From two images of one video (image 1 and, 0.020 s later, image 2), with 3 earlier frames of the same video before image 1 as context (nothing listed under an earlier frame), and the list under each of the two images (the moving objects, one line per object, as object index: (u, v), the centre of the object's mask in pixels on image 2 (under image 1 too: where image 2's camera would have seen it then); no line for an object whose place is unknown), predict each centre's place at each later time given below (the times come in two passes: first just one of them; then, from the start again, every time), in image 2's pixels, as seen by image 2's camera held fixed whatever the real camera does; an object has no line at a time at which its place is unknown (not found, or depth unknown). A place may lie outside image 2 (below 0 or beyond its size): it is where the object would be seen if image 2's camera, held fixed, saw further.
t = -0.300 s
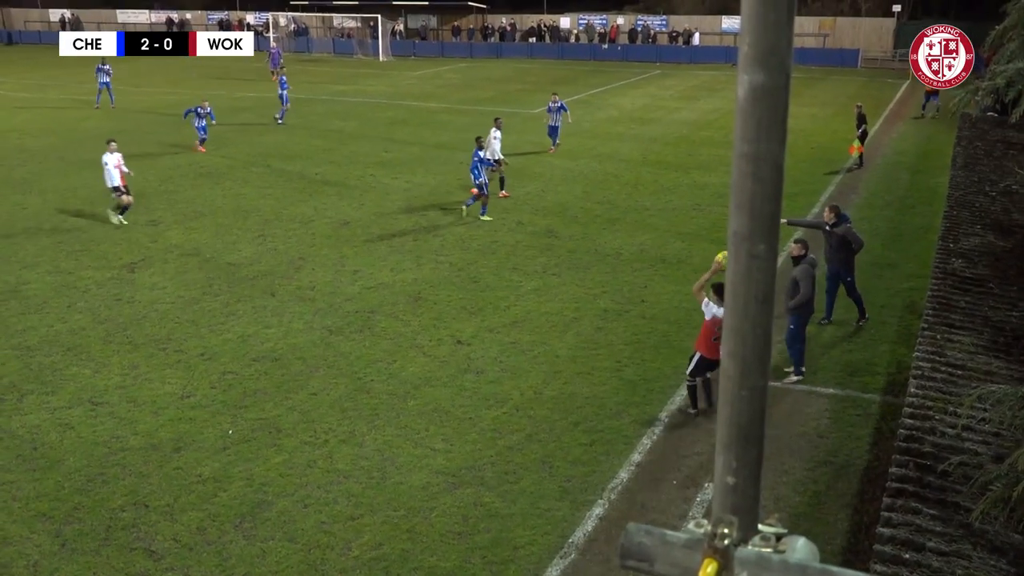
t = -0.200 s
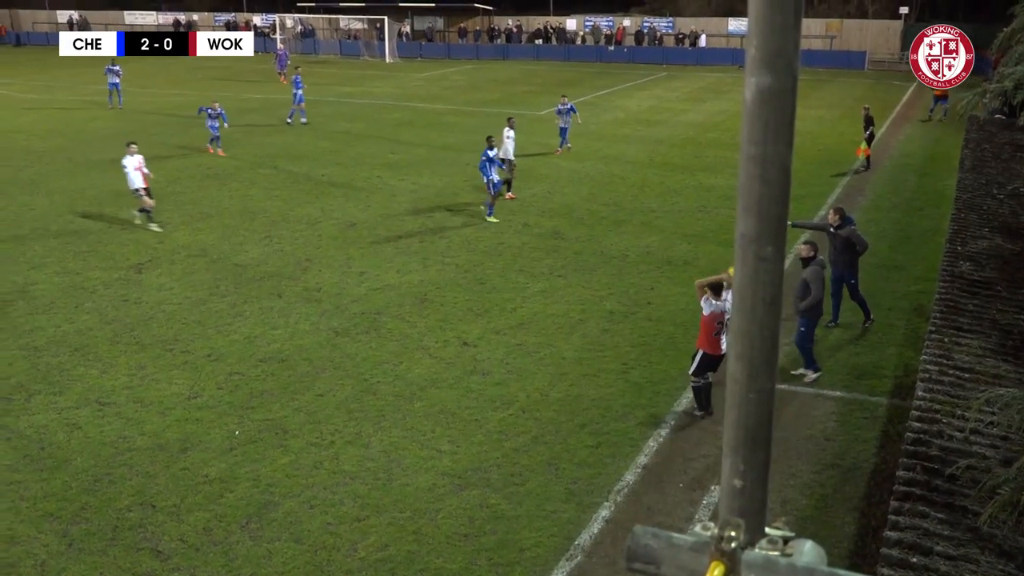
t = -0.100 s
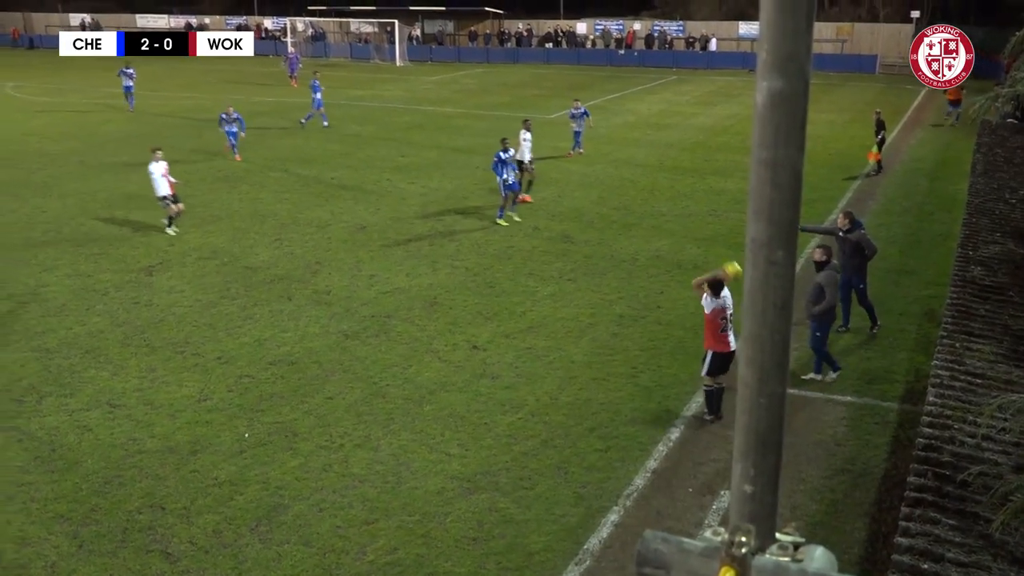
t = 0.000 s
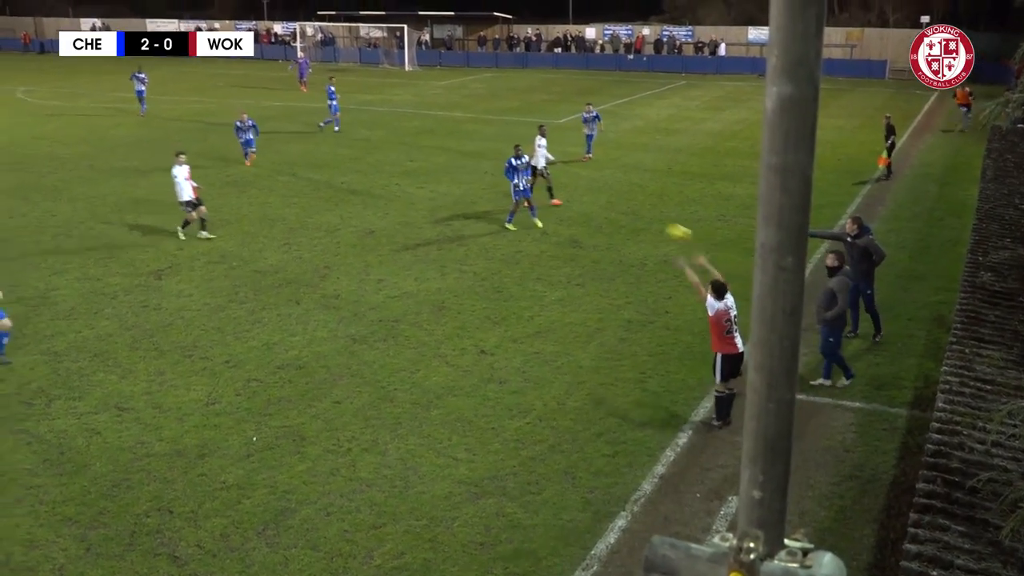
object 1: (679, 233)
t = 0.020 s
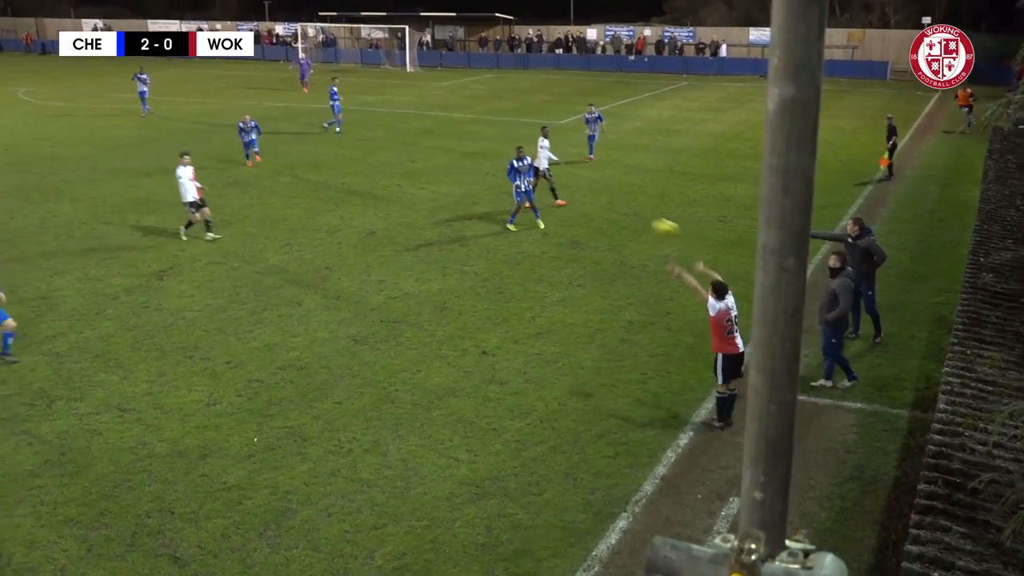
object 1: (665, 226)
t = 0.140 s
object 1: (583, 198)
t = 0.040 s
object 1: (651, 220)
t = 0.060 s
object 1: (636, 214)
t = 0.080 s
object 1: (622, 210)
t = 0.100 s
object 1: (608, 205)
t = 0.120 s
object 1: (596, 201)
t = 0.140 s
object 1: (583, 198)
